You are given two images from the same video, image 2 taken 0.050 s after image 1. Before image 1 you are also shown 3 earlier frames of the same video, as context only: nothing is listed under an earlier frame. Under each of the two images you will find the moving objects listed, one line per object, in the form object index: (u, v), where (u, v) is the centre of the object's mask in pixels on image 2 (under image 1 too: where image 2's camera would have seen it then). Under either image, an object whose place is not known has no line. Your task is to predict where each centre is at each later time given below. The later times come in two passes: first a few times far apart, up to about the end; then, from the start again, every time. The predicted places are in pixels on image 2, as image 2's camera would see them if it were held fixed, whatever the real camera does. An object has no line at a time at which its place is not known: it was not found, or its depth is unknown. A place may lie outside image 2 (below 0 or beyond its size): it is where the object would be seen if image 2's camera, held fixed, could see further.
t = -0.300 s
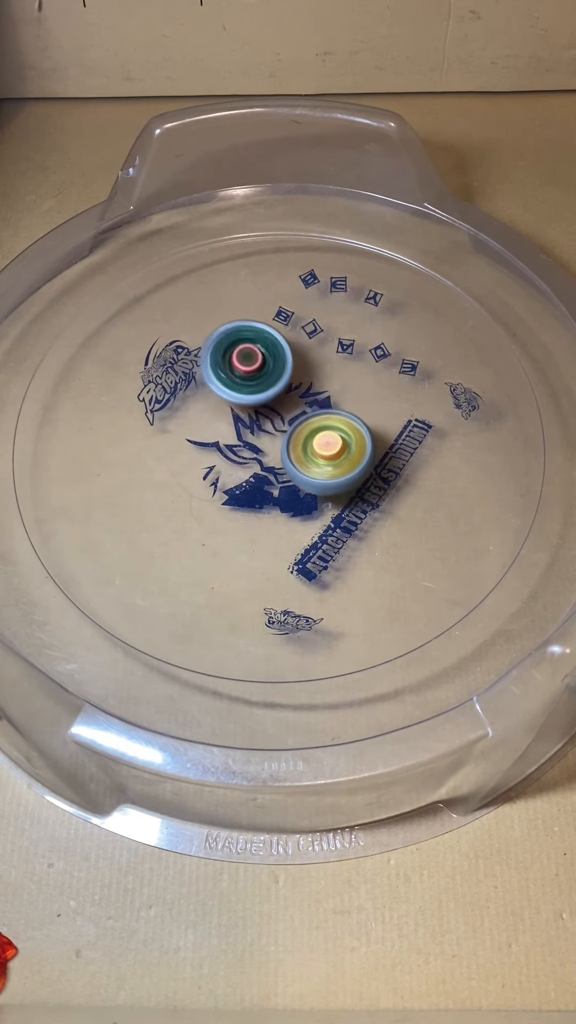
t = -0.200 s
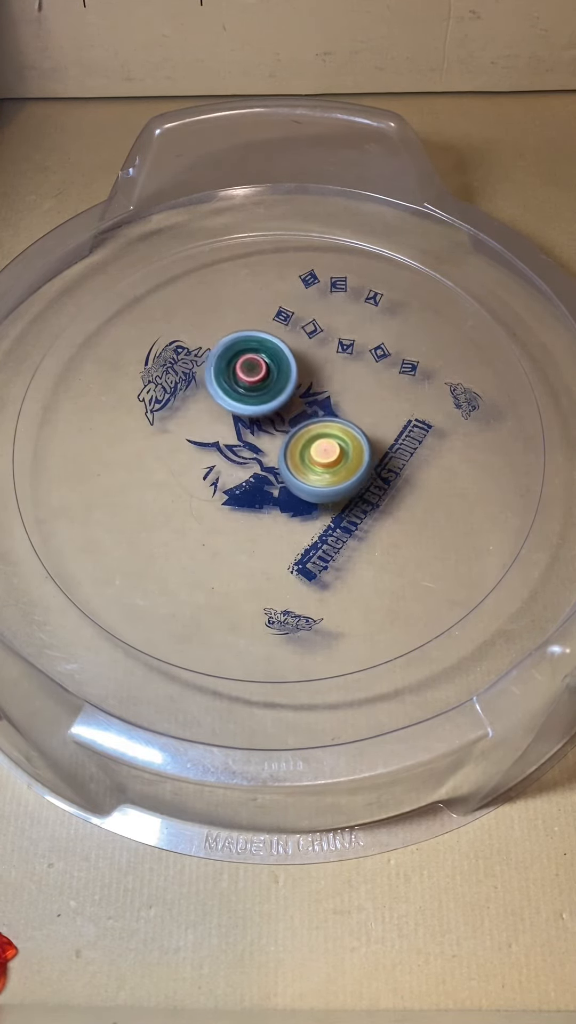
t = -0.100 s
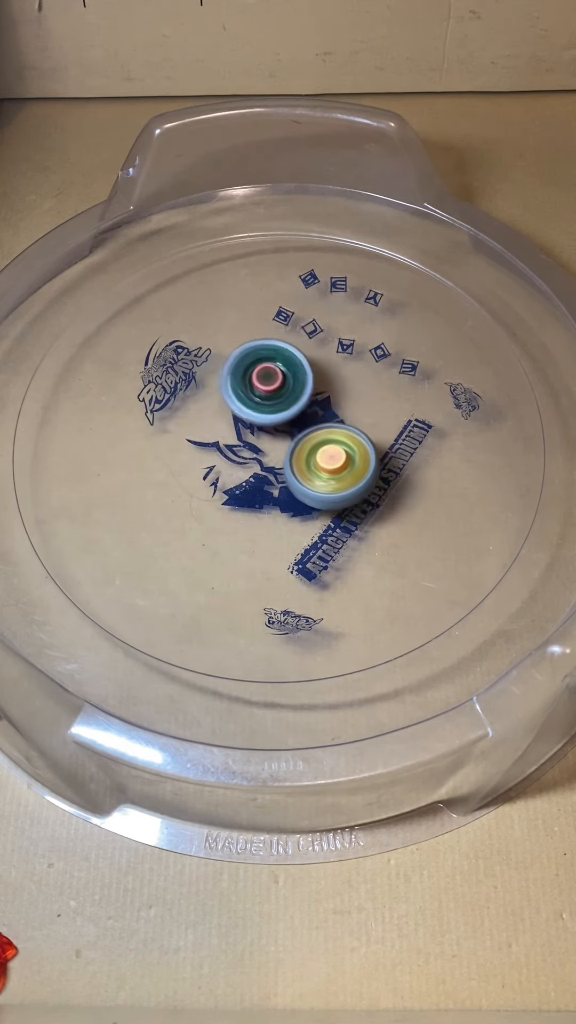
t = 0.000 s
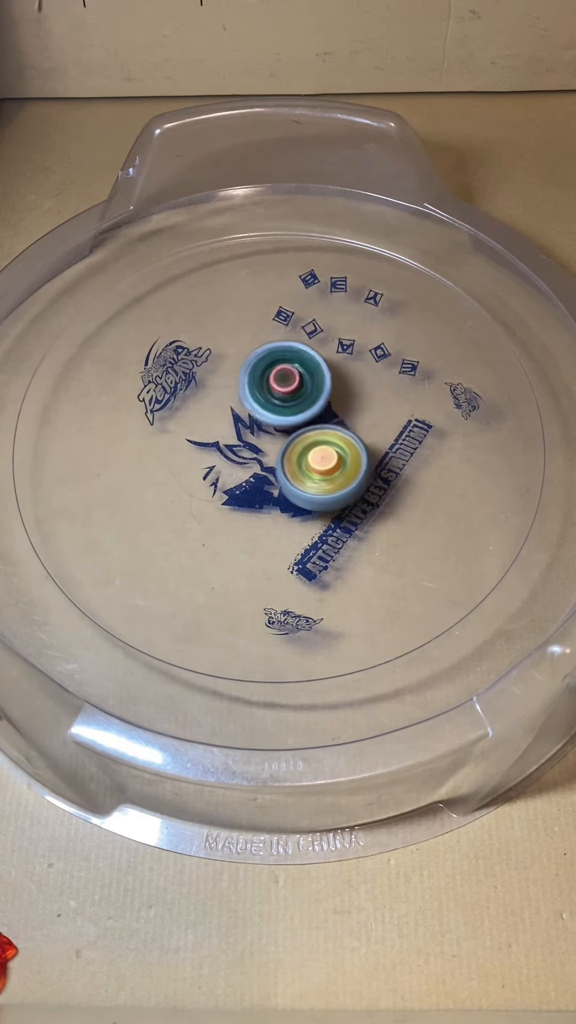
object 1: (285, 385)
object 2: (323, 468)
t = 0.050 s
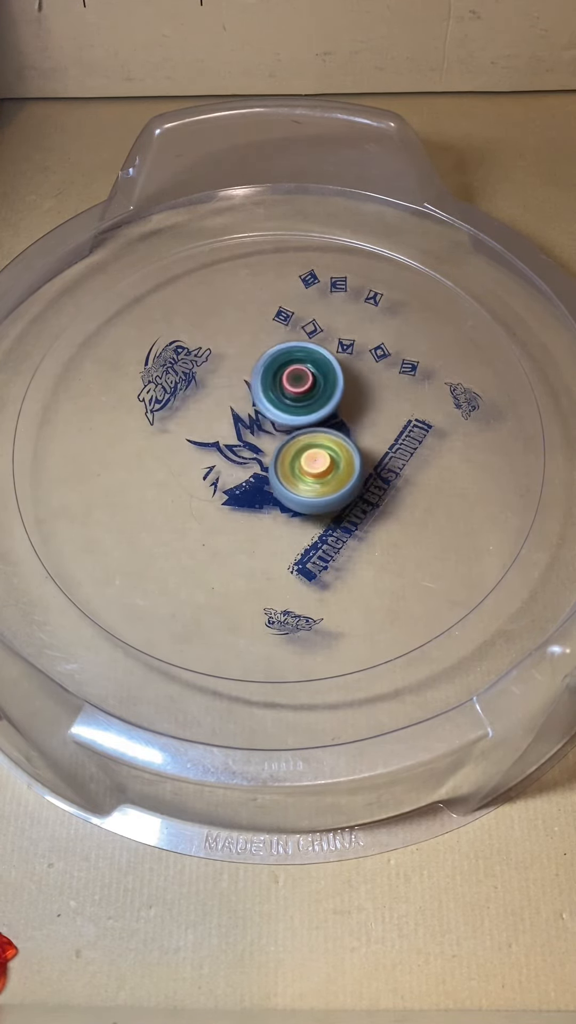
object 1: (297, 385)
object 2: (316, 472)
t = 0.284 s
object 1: (330, 378)
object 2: (314, 487)
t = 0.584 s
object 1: (343, 353)
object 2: (295, 512)
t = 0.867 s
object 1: (312, 393)
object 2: (305, 496)
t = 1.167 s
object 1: (347, 352)
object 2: (253, 558)
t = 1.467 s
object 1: (306, 405)
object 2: (275, 511)
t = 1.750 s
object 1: (423, 243)
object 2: (87, 625)
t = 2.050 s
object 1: (265, 318)
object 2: (221, 550)
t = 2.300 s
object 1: (311, 190)
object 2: (140, 742)
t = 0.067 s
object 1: (302, 384)
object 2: (315, 473)
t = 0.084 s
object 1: (306, 385)
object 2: (315, 474)
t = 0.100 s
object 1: (309, 385)
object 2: (315, 476)
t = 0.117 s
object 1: (311, 384)
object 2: (315, 477)
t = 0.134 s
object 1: (313, 384)
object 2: (315, 478)
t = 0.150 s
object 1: (315, 384)
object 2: (315, 479)
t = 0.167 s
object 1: (316, 383)
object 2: (313, 480)
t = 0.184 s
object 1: (318, 382)
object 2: (312, 482)
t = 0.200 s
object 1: (320, 381)
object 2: (311, 483)
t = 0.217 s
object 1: (322, 380)
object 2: (311, 485)
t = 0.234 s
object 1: (325, 380)
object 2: (310, 486)
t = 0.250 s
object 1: (327, 379)
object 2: (311, 487)
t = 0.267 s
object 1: (328, 378)
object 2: (312, 487)
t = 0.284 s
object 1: (330, 378)
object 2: (314, 487)
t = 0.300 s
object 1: (331, 377)
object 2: (317, 487)
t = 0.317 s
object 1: (332, 377)
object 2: (320, 486)
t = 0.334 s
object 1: (333, 378)
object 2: (324, 485)
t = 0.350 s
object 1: (335, 378)
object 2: (328, 483)
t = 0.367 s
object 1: (336, 379)
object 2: (329, 479)
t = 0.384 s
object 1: (337, 381)
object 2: (330, 476)
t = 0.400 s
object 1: (337, 383)
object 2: (329, 473)
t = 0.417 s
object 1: (338, 384)
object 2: (327, 471)
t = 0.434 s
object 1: (338, 385)
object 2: (325, 471)
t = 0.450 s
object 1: (341, 377)
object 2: (319, 480)
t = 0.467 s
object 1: (344, 370)
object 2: (313, 489)
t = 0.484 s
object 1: (346, 364)
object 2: (308, 496)
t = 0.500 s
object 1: (347, 359)
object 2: (303, 503)
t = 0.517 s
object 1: (348, 356)
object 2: (299, 506)
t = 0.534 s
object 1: (348, 354)
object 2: (297, 509)
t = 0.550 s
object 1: (347, 353)
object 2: (296, 511)
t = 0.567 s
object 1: (345, 353)
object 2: (295, 512)
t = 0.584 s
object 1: (343, 353)
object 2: (295, 512)
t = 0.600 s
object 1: (341, 353)
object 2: (296, 512)
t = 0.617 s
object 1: (339, 354)
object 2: (297, 513)
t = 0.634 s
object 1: (336, 356)
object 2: (298, 513)
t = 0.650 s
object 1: (333, 357)
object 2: (300, 513)
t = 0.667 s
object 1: (330, 359)
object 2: (301, 512)
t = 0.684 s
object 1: (327, 362)
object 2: (302, 511)
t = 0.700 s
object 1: (325, 365)
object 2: (303, 510)
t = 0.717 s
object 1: (322, 368)
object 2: (305, 509)
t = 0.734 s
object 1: (320, 371)
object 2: (306, 507)
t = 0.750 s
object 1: (318, 374)
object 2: (307, 506)
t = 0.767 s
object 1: (317, 377)
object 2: (307, 504)
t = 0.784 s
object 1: (315, 380)
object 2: (308, 503)
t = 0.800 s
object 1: (313, 382)
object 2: (308, 501)
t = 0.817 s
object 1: (312, 385)
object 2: (308, 499)
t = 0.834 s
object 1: (312, 387)
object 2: (308, 498)
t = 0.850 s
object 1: (312, 390)
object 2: (307, 497)
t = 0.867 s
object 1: (312, 393)
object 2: (305, 496)
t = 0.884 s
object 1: (312, 395)
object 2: (303, 496)
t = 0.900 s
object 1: (313, 398)
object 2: (301, 496)
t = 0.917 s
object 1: (314, 403)
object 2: (299, 497)
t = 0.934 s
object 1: (315, 406)
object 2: (297, 496)
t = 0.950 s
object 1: (316, 407)
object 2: (295, 494)
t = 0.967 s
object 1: (317, 409)
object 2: (293, 493)
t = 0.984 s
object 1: (322, 404)
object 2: (286, 502)
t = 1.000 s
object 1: (330, 391)
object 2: (277, 515)
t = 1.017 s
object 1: (336, 381)
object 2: (268, 527)
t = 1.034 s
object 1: (342, 371)
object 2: (260, 535)
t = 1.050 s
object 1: (346, 363)
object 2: (253, 543)
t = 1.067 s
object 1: (349, 356)
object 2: (248, 549)
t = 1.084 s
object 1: (352, 352)
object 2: (246, 553)
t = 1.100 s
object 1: (353, 350)
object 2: (246, 555)
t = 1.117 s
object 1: (353, 349)
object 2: (247, 557)
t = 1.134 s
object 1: (352, 349)
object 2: (248, 558)
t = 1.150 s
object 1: (349, 350)
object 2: (250, 558)
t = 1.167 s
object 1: (347, 352)
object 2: (253, 558)
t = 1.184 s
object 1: (343, 354)
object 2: (255, 557)
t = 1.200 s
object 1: (340, 357)
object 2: (256, 557)
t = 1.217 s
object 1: (336, 360)
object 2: (259, 555)
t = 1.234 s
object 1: (333, 362)
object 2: (262, 553)
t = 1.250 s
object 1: (330, 365)
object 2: (265, 551)
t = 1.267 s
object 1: (327, 368)
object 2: (268, 549)
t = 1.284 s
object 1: (324, 371)
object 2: (270, 547)
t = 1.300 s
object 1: (321, 374)
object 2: (272, 544)
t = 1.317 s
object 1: (318, 377)
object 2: (274, 541)
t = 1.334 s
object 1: (316, 380)
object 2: (275, 539)
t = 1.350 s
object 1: (314, 384)
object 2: (276, 536)
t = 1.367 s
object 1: (312, 387)
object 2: (277, 533)
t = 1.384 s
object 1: (310, 390)
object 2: (278, 529)
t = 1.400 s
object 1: (308, 393)
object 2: (278, 525)
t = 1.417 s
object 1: (306, 396)
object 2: (278, 522)
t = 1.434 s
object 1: (306, 399)
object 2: (278, 518)
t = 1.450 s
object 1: (306, 402)
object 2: (276, 515)
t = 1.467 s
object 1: (306, 405)
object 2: (275, 511)
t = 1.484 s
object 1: (306, 408)
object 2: (273, 508)
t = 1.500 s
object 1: (306, 411)
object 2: (270, 505)
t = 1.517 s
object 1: (306, 415)
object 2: (267, 502)
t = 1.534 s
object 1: (307, 418)
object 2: (265, 500)
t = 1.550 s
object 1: (307, 420)
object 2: (262, 497)
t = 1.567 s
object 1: (321, 408)
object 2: (245, 510)
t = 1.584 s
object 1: (340, 385)
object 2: (219, 530)
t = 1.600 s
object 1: (359, 363)
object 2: (194, 549)
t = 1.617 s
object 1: (375, 343)
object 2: (171, 565)
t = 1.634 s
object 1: (390, 325)
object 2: (150, 579)
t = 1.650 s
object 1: (402, 307)
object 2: (131, 594)
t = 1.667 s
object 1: (411, 291)
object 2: (115, 606)
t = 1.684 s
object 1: (420, 276)
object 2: (103, 612)
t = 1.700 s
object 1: (425, 263)
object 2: (95, 615)
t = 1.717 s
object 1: (430, 252)
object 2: (88, 620)
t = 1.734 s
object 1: (428, 246)
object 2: (83, 628)
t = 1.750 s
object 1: (423, 243)
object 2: (87, 625)
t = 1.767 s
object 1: (418, 244)
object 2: (93, 622)
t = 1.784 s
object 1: (412, 246)
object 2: (100, 621)
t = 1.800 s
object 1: (404, 246)
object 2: (106, 617)
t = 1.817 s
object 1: (393, 250)
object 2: (113, 614)
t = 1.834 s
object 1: (385, 252)
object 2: (120, 613)
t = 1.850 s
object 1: (375, 255)
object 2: (127, 609)
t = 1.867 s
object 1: (365, 258)
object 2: (135, 605)
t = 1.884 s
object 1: (355, 261)
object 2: (143, 603)
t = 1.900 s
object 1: (346, 265)
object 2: (151, 598)
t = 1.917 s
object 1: (336, 269)
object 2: (159, 594)
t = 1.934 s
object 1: (327, 273)
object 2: (167, 588)
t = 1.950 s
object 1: (316, 279)
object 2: (175, 583)
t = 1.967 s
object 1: (306, 284)
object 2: (183, 578)
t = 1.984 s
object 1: (297, 290)
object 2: (192, 572)
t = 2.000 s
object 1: (288, 297)
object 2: (200, 567)
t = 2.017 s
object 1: (279, 304)
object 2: (208, 561)
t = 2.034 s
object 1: (272, 311)
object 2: (215, 556)
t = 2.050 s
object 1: (265, 318)
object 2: (221, 550)
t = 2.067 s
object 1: (260, 326)
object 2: (227, 544)
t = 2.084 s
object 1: (254, 334)
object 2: (231, 539)
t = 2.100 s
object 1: (250, 342)
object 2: (234, 533)
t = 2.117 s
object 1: (247, 351)
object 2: (237, 528)
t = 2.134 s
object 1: (244, 359)
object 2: (238, 523)
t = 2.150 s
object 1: (242, 367)
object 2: (239, 519)
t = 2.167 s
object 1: (241, 376)
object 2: (240, 515)
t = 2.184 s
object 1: (240, 385)
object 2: (241, 510)
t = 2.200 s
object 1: (239, 394)
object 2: (241, 505)
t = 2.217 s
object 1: (239, 403)
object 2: (242, 500)
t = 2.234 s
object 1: (241, 408)
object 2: (241, 498)
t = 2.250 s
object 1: (260, 355)
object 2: (217, 557)
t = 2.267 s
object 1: (279, 297)
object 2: (193, 624)
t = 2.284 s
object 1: (296, 240)
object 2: (169, 678)
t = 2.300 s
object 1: (311, 190)
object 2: (140, 742)
